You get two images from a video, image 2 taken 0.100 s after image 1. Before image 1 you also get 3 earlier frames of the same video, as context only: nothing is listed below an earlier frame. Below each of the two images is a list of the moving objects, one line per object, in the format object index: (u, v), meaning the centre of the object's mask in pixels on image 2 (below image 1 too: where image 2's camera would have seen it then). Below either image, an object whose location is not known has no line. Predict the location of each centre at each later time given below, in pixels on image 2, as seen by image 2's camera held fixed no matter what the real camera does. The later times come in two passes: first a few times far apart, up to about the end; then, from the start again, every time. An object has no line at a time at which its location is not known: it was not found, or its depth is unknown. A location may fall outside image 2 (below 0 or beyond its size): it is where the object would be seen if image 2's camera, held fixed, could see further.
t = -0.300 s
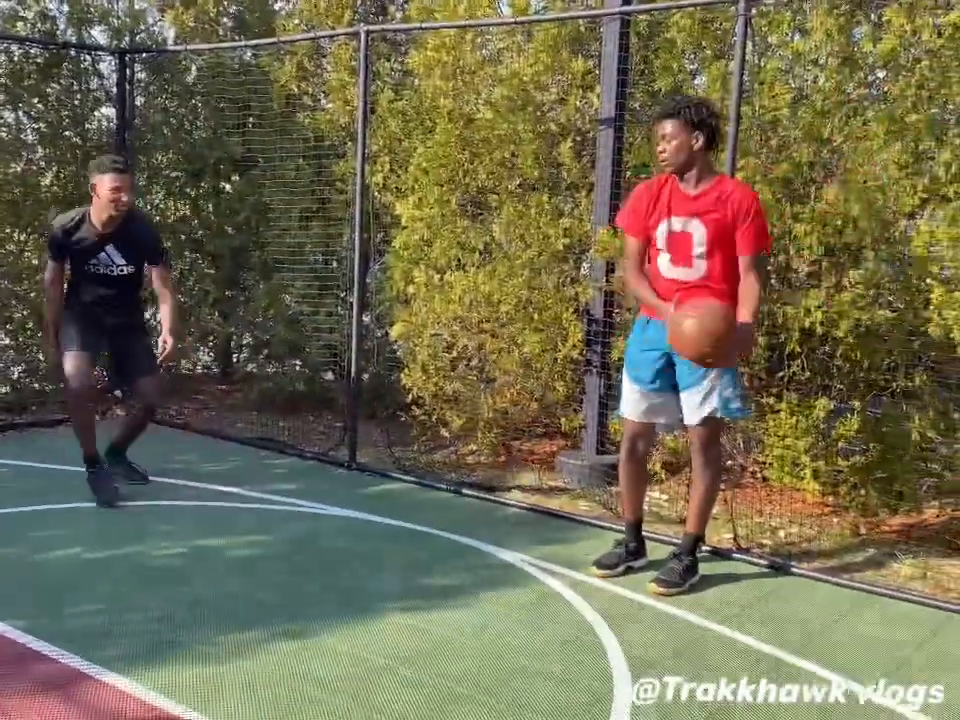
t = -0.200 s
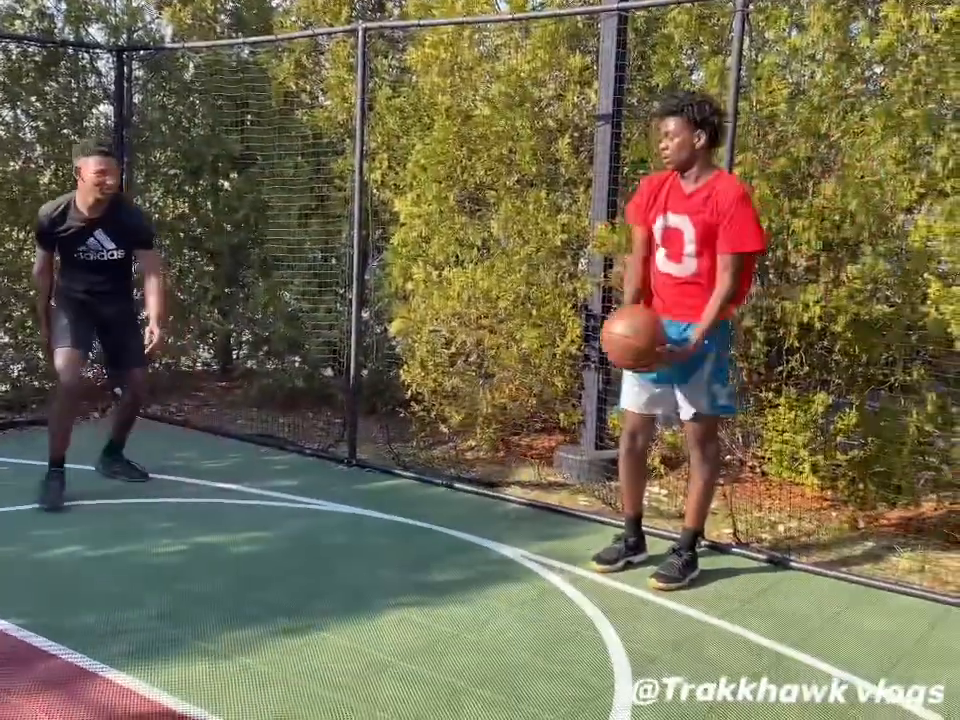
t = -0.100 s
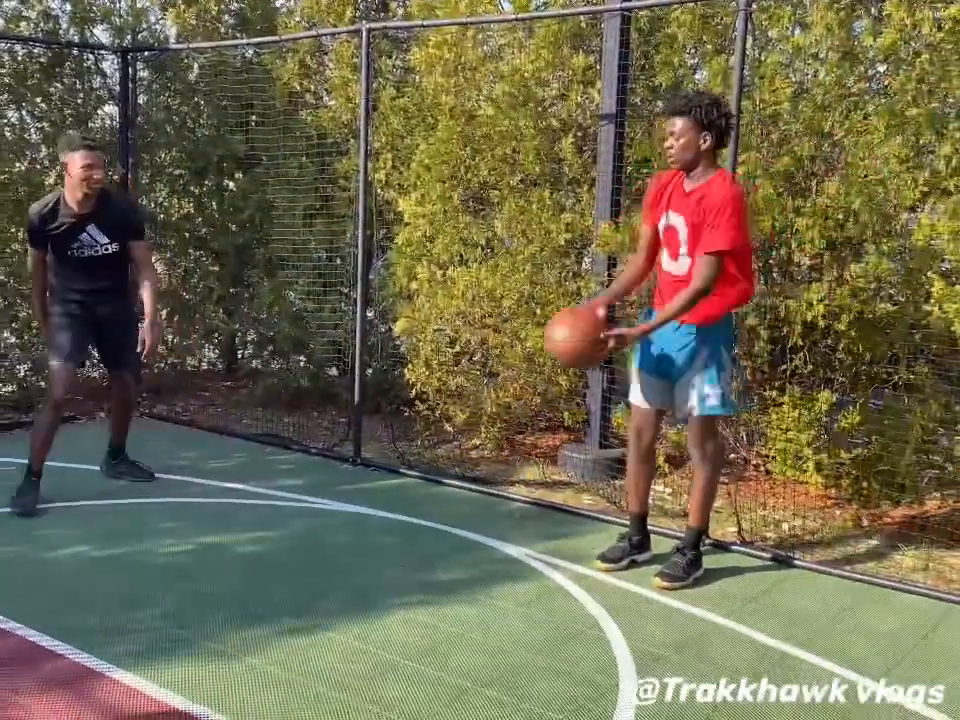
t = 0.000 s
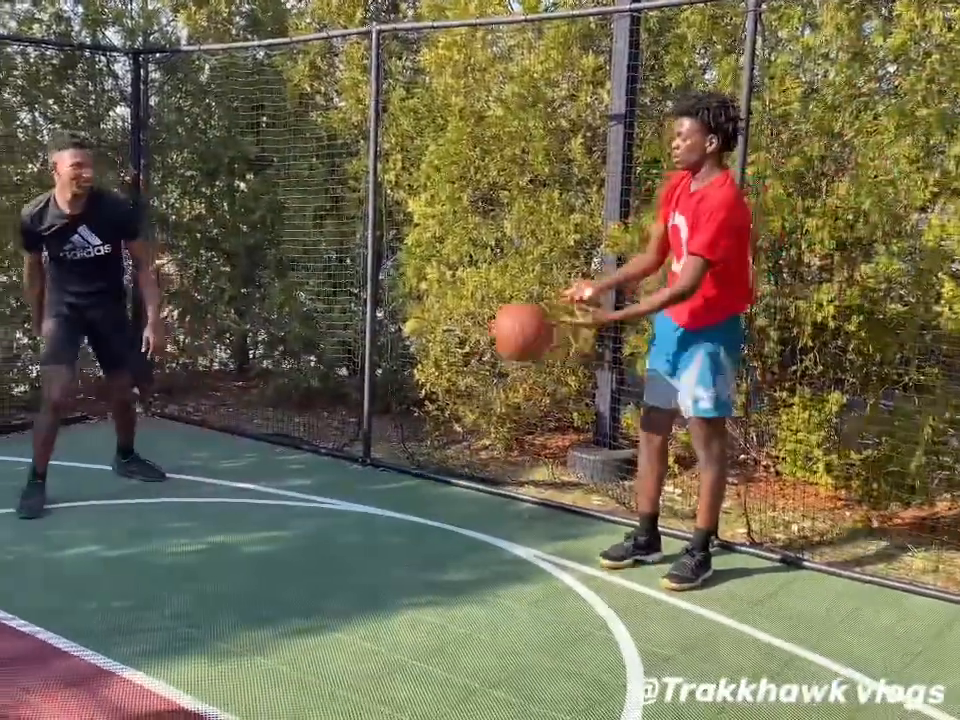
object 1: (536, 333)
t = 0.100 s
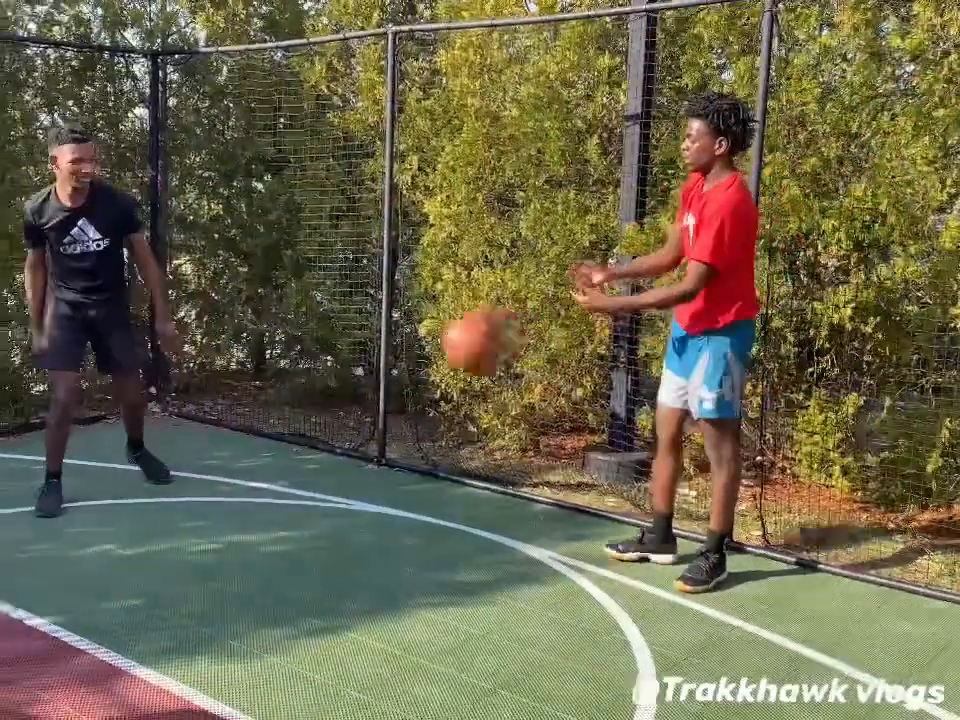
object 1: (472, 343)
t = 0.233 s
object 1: (391, 392)
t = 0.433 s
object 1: (287, 516)
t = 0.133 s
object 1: (450, 352)
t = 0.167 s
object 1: (430, 363)
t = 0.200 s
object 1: (410, 377)
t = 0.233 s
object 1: (391, 392)
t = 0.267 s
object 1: (373, 411)
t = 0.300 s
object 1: (354, 432)
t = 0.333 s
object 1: (336, 455)
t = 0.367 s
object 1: (318, 482)
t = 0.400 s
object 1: (301, 510)
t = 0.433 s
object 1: (287, 516)
